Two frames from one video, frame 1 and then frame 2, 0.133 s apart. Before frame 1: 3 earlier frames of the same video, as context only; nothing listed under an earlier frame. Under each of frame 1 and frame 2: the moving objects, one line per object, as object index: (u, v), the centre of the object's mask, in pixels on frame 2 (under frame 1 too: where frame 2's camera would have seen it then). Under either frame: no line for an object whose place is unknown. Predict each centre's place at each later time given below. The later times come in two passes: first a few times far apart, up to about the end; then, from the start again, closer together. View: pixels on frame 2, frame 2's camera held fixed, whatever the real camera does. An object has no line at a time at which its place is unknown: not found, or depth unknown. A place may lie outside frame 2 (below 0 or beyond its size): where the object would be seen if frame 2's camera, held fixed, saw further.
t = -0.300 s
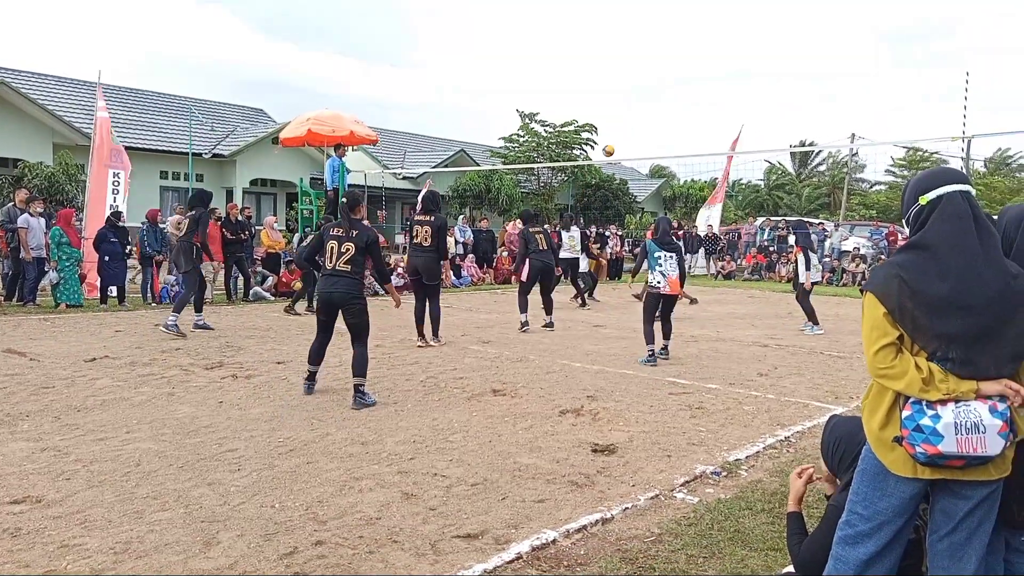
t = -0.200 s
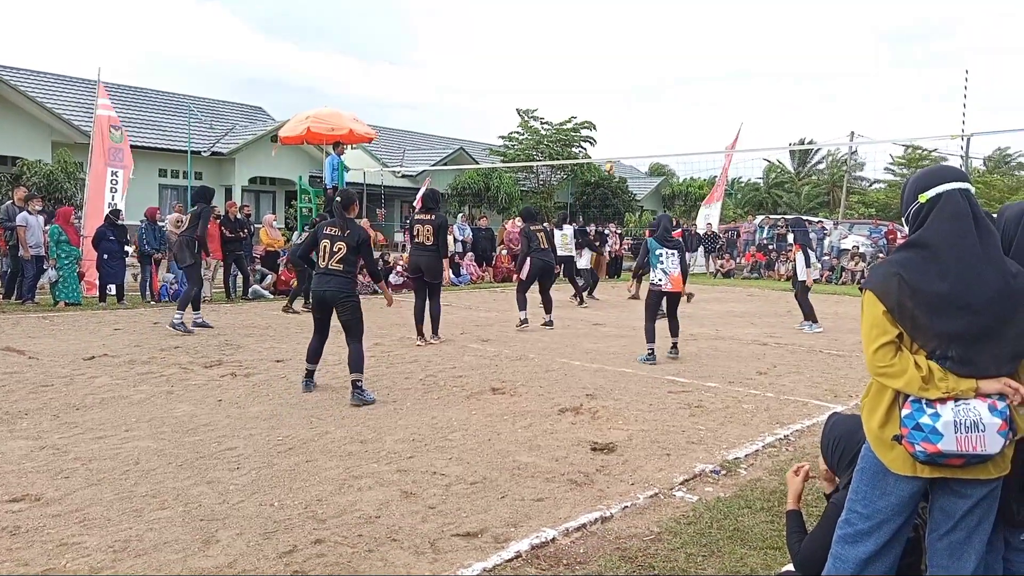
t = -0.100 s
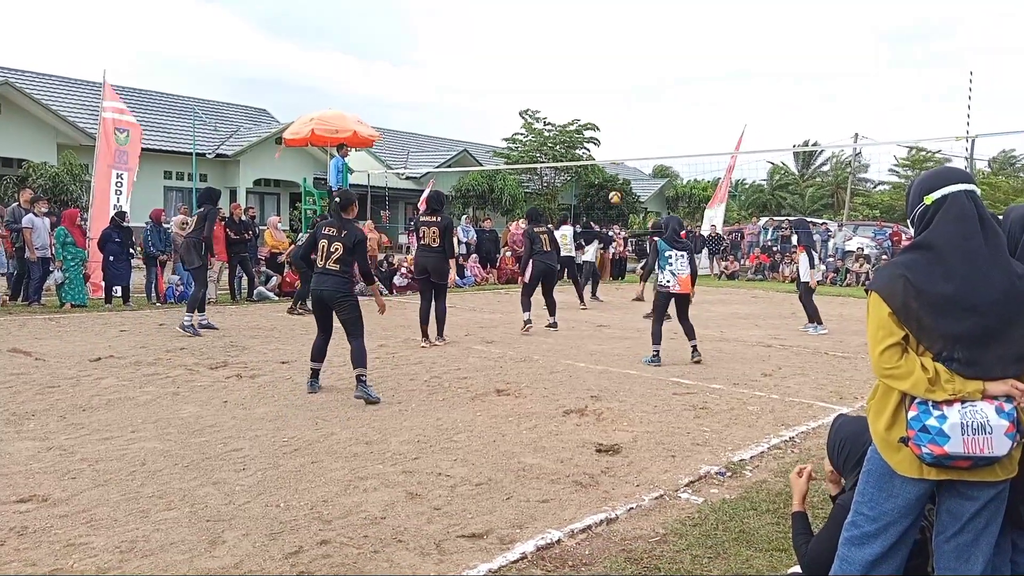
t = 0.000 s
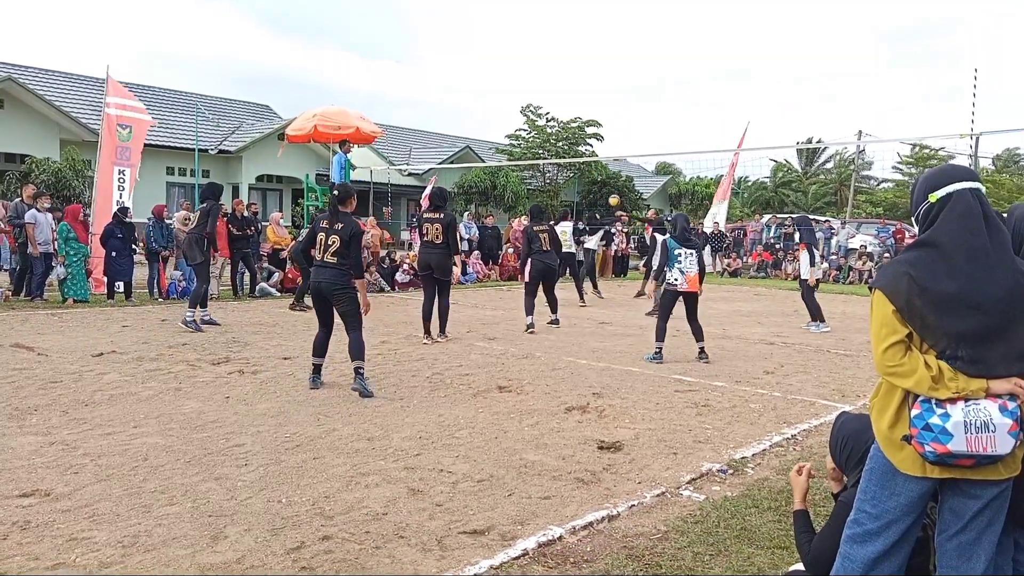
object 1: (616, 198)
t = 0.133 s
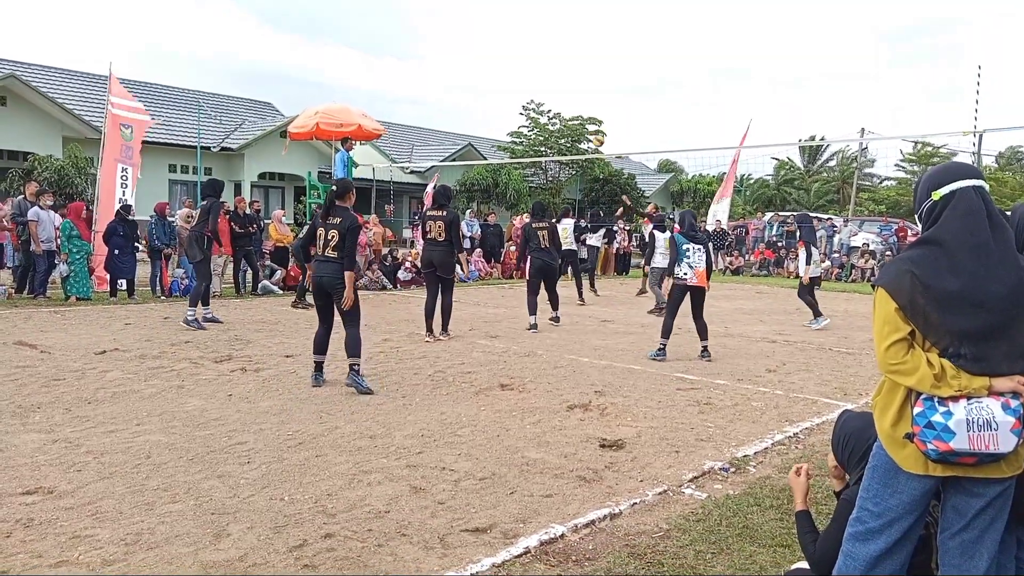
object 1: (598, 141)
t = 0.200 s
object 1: (590, 117)
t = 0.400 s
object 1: (559, 51)
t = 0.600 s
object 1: (527, 7)
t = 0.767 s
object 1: (498, -10)
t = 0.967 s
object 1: (461, -13)
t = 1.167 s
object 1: (425, 12)
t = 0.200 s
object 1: (590, 117)
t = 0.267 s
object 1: (579, 92)
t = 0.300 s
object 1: (574, 81)
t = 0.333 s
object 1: (569, 71)
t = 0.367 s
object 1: (564, 61)
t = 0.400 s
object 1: (559, 51)
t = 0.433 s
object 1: (554, 42)
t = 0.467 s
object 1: (548, 34)
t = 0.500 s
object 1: (543, 26)
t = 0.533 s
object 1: (538, 19)
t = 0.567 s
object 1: (532, 13)
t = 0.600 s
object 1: (527, 7)
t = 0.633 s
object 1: (521, 2)
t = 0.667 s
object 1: (515, -3)
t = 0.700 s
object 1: (510, -6)
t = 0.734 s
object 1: (504, -8)
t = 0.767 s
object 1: (498, -10)
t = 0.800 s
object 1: (492, -13)
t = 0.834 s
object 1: (486, -16)
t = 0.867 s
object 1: (480, -17)
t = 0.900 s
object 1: (474, -16)
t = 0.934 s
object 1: (468, -15)
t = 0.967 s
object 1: (461, -13)
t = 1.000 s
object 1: (455, -11)
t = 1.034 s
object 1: (450, -7)
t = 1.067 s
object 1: (444, -4)
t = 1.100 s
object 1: (437, 1)
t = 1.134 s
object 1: (431, 6)
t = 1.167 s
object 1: (425, 12)
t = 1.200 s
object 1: (418, 18)
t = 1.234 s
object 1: (412, 26)
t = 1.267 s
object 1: (406, 34)
